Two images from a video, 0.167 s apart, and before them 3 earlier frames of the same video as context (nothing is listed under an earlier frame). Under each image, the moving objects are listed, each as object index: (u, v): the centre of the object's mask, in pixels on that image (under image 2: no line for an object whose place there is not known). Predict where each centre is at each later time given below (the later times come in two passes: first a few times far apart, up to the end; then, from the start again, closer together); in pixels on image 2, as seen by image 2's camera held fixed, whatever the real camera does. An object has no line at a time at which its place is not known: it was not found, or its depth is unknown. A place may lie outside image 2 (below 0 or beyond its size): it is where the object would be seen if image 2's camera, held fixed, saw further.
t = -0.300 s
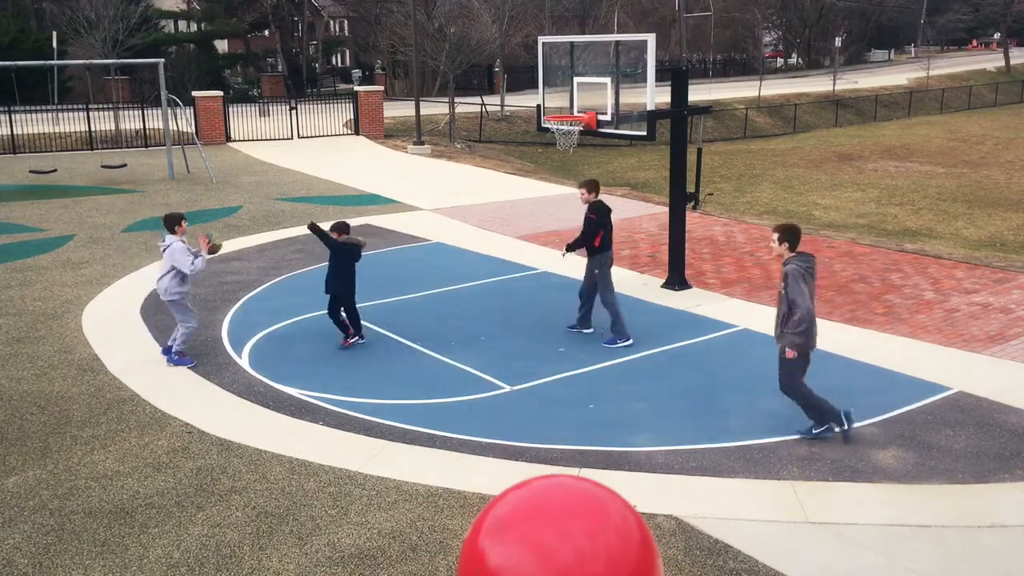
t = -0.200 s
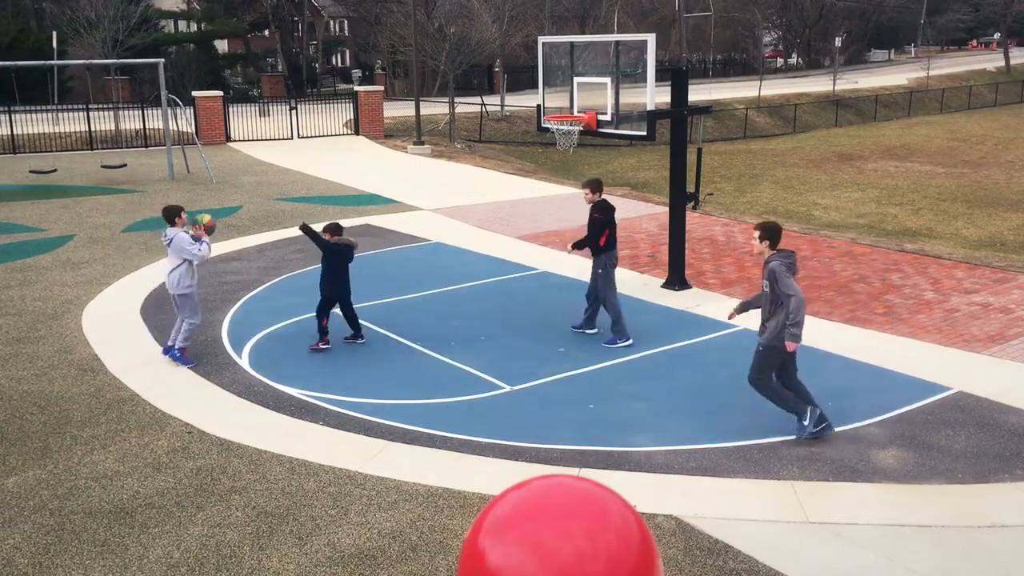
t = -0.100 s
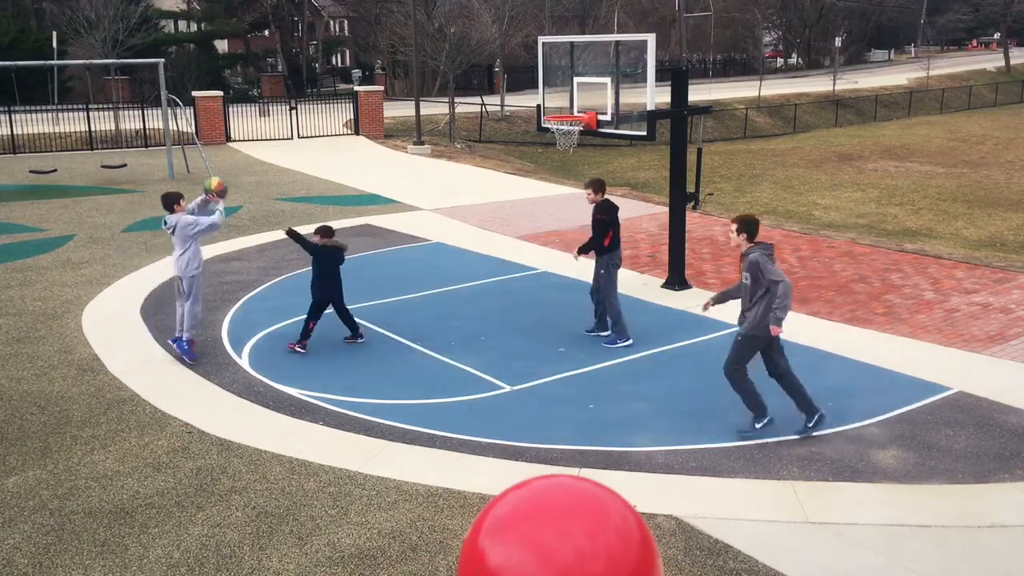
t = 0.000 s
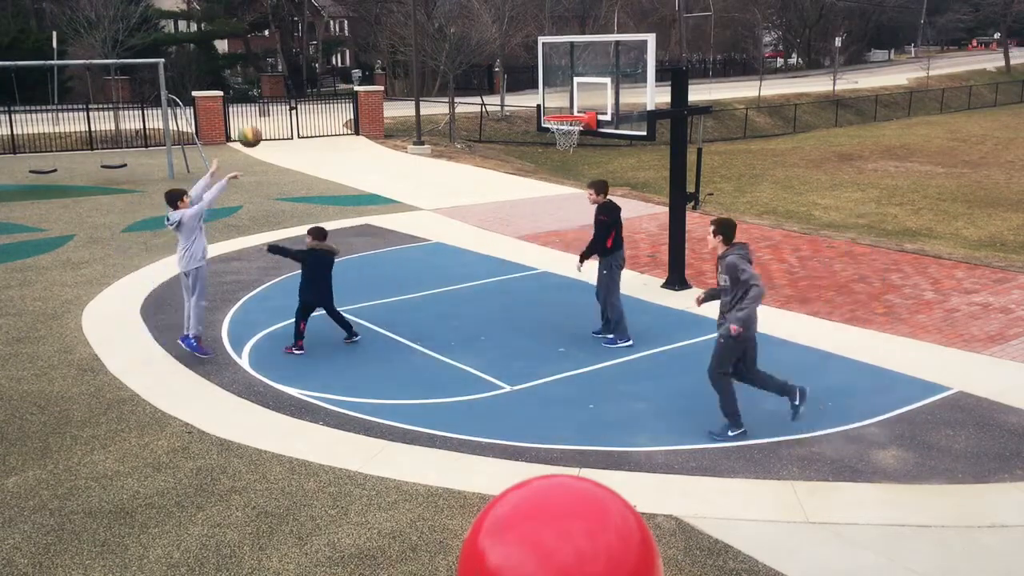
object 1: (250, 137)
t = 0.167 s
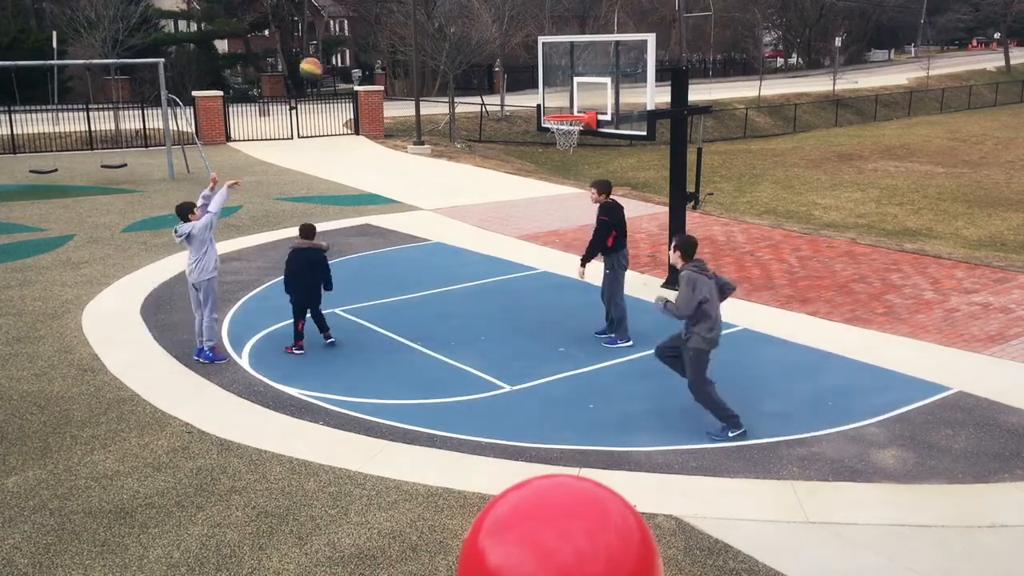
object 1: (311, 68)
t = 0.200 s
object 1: (322, 57)
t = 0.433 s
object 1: (408, 25)
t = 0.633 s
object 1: (476, 39)
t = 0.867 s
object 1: (551, 103)
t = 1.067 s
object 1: (574, 127)
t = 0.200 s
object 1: (322, 57)
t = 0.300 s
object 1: (359, 36)
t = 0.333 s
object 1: (372, 31)
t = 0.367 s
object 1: (384, 28)
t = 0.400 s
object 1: (396, 25)
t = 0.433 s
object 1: (408, 25)
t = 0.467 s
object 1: (420, 25)
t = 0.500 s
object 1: (431, 26)
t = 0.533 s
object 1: (443, 28)
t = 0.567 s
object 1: (454, 30)
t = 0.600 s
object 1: (465, 35)
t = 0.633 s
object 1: (476, 39)
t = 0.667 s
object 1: (488, 45)
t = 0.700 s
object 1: (499, 53)
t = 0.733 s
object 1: (509, 60)
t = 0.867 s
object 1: (551, 103)
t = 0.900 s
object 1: (558, 112)
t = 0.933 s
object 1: (567, 125)
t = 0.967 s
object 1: (575, 126)
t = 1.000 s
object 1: (576, 127)
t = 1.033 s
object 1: (577, 128)
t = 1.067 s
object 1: (574, 127)
